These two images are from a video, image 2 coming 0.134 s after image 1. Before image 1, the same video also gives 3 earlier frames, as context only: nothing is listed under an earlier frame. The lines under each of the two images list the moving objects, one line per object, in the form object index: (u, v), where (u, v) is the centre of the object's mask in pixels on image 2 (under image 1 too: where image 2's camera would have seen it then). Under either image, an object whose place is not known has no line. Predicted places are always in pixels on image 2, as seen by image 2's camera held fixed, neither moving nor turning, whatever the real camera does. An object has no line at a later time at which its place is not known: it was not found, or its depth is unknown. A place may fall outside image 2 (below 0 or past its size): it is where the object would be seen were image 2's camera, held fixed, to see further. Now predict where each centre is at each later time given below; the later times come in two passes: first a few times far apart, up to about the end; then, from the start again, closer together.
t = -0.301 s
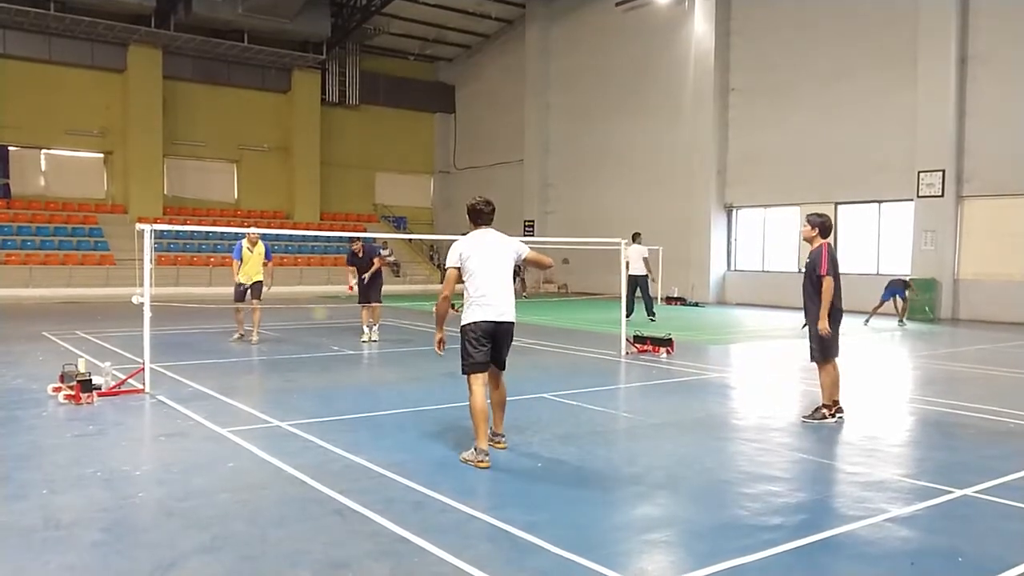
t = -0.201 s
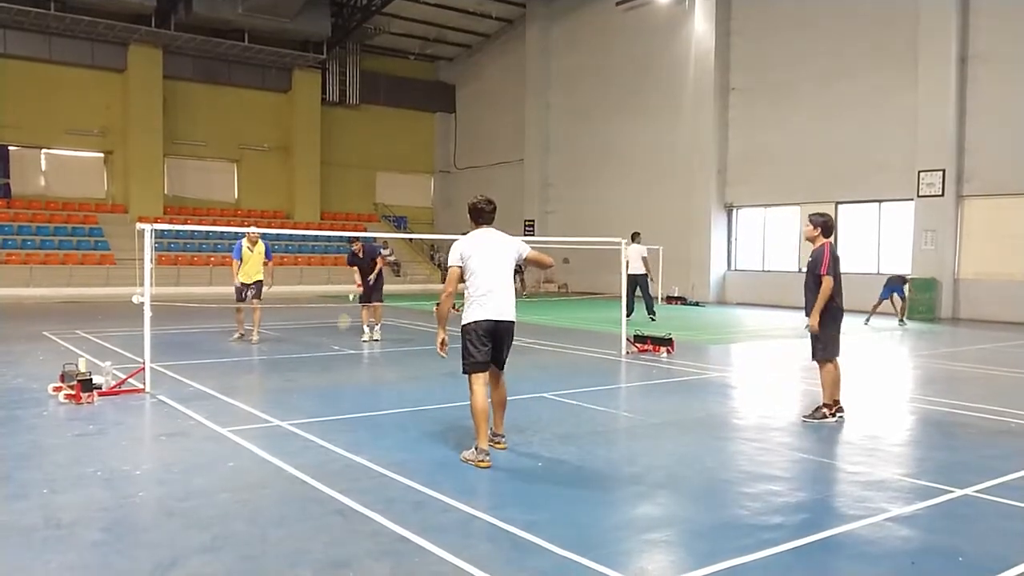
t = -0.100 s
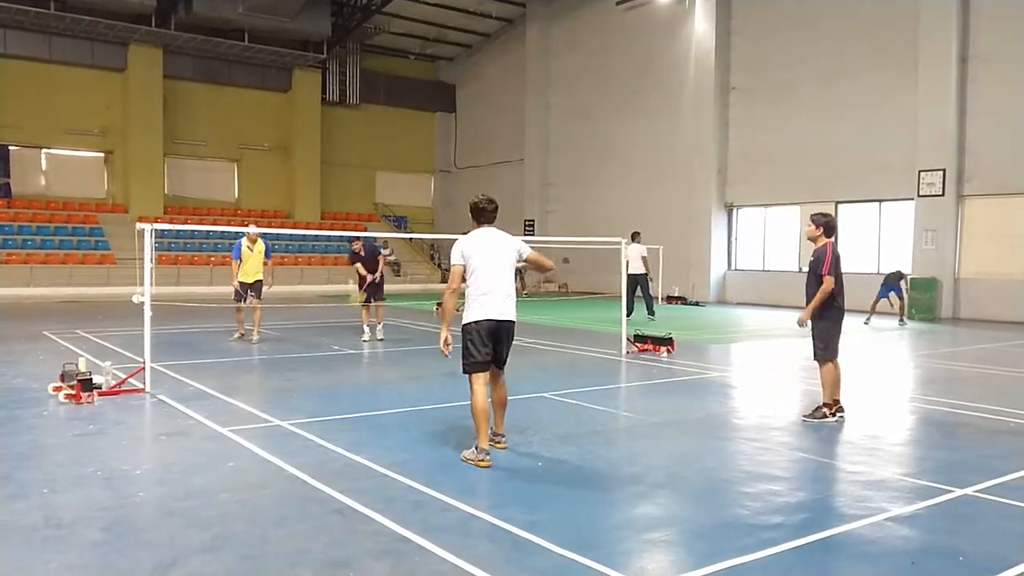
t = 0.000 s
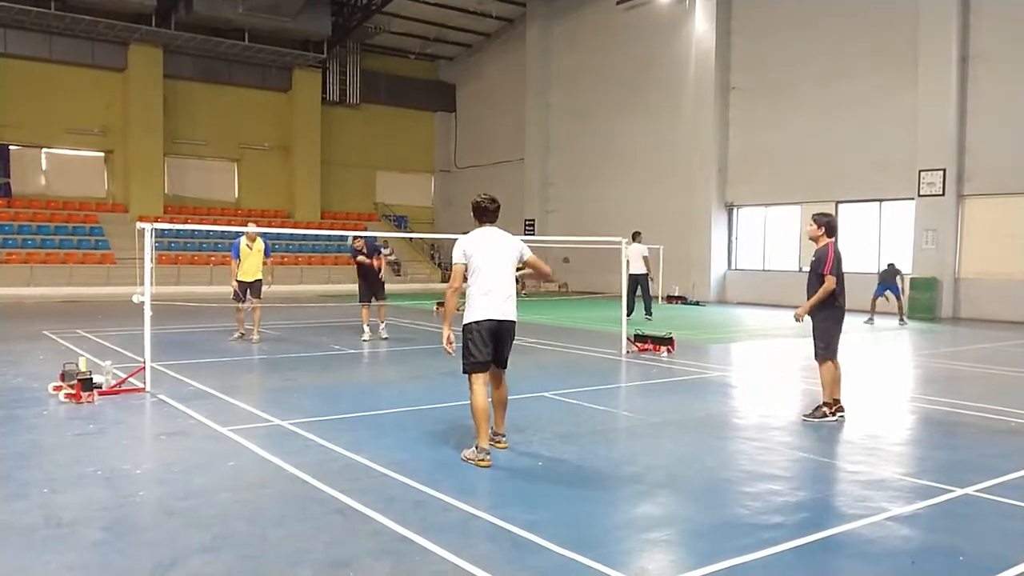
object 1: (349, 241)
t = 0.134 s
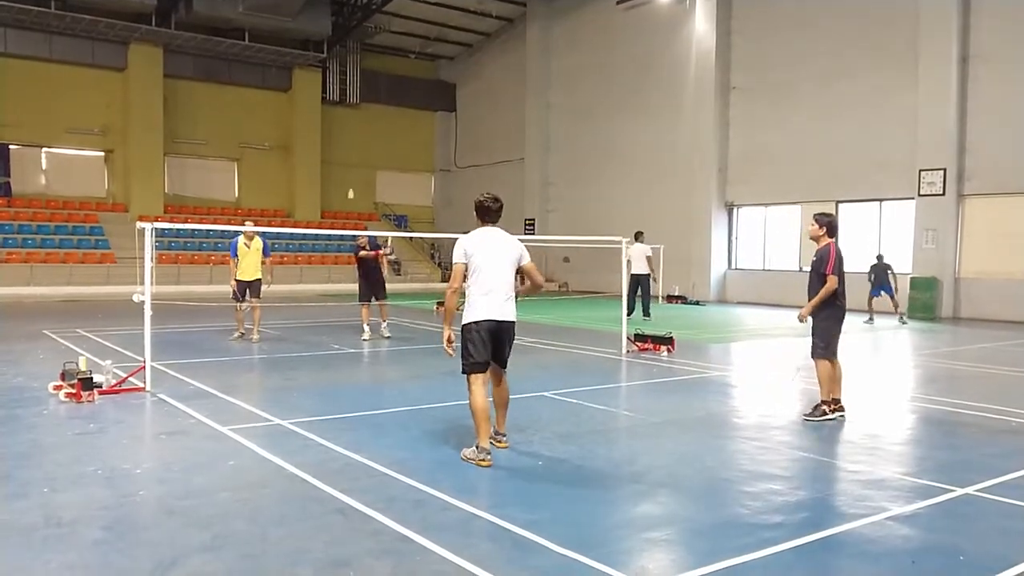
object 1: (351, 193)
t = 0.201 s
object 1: (352, 177)
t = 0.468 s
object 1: (355, 154)
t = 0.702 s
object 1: (358, 190)
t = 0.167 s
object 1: (351, 186)
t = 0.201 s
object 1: (352, 177)
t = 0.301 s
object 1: (353, 161)
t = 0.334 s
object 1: (354, 158)
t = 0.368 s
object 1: (354, 155)
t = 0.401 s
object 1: (355, 154)
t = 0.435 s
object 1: (355, 153)
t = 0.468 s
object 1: (355, 154)
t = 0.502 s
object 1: (356, 156)
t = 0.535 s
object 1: (357, 159)
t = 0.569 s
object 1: (358, 162)
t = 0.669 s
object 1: (358, 181)
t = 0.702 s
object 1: (358, 190)
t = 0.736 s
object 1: (359, 200)
